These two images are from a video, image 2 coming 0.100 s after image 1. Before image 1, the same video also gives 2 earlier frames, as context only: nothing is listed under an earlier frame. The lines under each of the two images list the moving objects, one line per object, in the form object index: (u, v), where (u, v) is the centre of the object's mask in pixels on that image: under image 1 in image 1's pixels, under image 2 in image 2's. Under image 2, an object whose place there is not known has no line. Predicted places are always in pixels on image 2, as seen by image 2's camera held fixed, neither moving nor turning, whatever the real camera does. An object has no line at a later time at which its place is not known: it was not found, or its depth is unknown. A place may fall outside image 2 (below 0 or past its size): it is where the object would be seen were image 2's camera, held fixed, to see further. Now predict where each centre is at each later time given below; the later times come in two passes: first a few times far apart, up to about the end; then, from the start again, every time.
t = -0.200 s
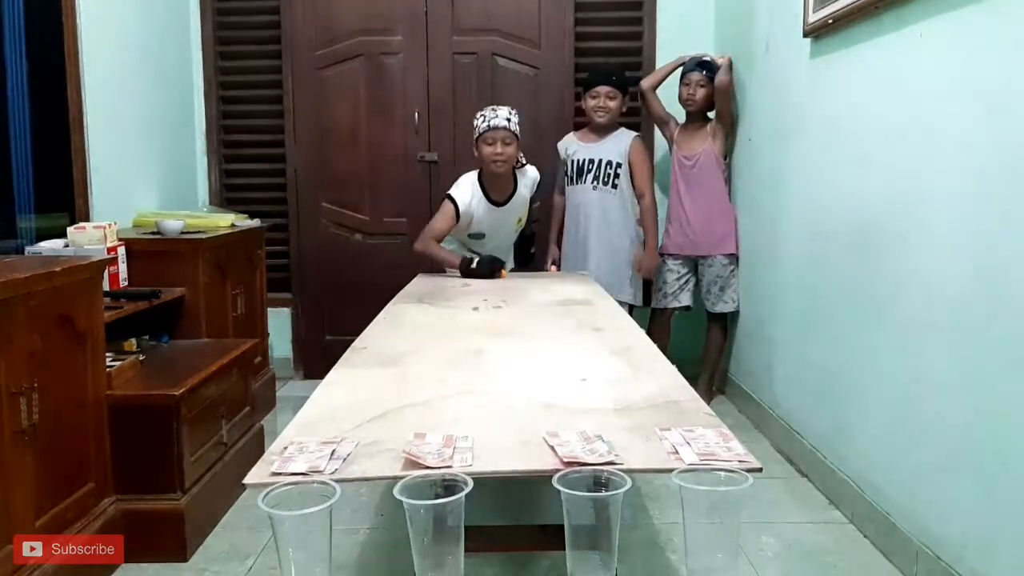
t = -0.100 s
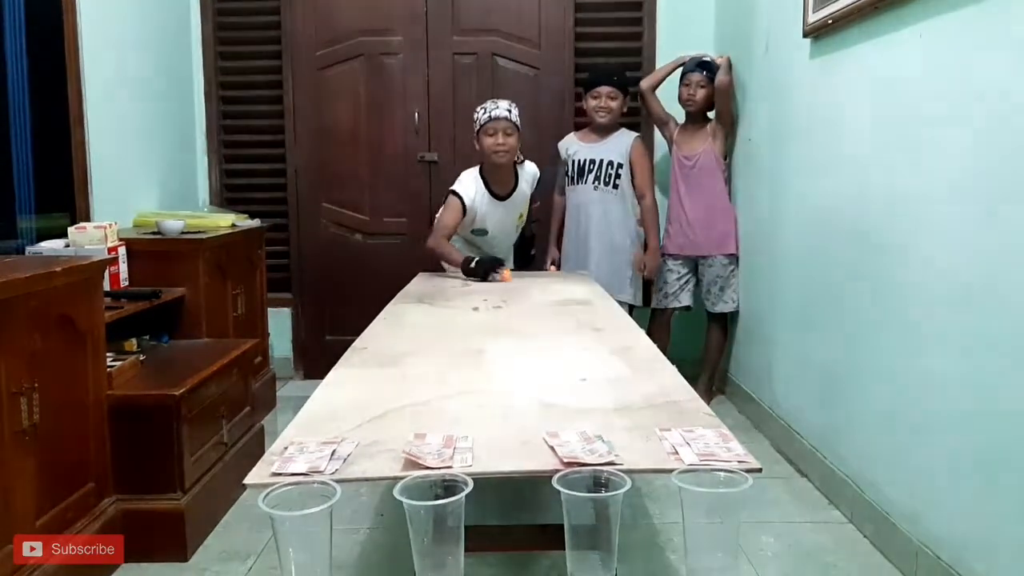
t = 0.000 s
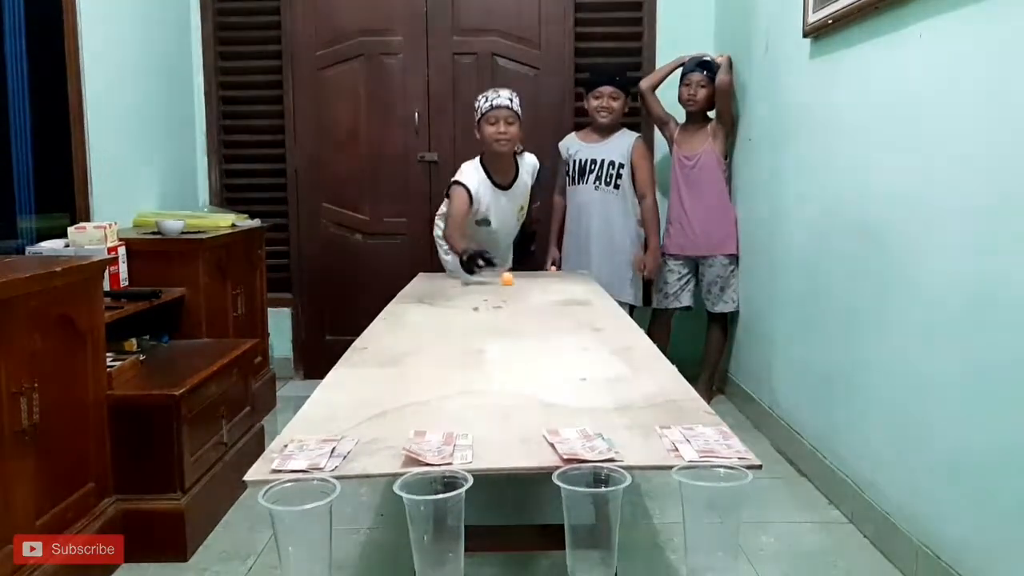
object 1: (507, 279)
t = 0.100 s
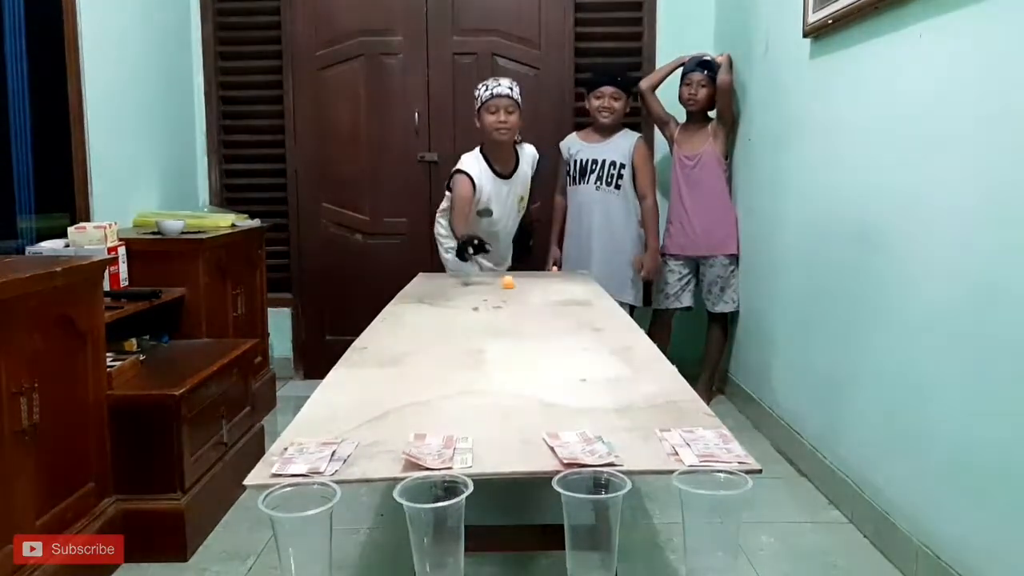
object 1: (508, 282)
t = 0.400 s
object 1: (512, 292)
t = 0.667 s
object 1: (516, 302)
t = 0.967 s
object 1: (522, 314)
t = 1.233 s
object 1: (527, 329)
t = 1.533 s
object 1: (531, 348)
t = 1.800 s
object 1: (537, 369)
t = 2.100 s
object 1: (541, 398)
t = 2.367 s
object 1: (540, 426)
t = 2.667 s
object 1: (528, 457)
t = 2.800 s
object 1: (519, 557)
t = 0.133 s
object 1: (508, 283)
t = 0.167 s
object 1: (509, 285)
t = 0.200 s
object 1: (510, 286)
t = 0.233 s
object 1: (510, 287)
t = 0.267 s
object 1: (510, 288)
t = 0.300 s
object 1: (511, 289)
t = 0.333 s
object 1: (511, 290)
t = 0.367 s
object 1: (511, 291)
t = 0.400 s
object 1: (512, 292)
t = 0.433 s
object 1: (512, 292)
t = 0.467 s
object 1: (513, 295)
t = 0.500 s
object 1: (515, 296)
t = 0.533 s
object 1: (515, 297)
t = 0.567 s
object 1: (515, 298)
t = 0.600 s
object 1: (515, 299)
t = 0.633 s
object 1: (516, 302)
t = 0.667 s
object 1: (516, 302)
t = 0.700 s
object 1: (517, 303)
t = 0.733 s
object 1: (517, 305)
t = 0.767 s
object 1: (518, 306)
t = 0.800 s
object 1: (518, 307)
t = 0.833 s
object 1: (519, 310)
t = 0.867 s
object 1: (519, 311)
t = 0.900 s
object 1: (520, 312)
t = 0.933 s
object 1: (520, 313)
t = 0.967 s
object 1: (522, 314)
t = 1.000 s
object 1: (522, 316)
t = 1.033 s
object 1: (523, 317)
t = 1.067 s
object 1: (524, 319)
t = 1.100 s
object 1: (525, 323)
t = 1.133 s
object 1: (526, 326)
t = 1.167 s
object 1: (526, 327)
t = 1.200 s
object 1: (526, 328)
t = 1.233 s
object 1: (527, 329)
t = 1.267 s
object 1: (528, 332)
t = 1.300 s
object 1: (528, 333)
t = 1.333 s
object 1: (528, 337)
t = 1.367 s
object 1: (529, 337)
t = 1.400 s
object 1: (530, 340)
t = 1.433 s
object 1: (530, 343)
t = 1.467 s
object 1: (531, 345)
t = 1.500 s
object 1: (531, 347)
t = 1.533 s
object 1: (531, 348)
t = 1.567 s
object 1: (532, 350)
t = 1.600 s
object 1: (533, 353)
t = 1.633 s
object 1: (534, 356)
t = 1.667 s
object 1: (534, 358)
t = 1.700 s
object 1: (534, 361)
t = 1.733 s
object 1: (535, 363)
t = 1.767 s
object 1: (536, 367)
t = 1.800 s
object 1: (537, 369)
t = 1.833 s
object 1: (538, 372)
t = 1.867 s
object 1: (538, 374)
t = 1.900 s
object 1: (538, 377)
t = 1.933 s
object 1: (539, 381)
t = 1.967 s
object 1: (539, 384)
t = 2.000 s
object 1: (540, 388)
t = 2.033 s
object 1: (540, 391)
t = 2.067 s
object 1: (541, 394)
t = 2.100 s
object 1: (541, 398)
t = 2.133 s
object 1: (541, 401)
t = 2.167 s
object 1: (541, 404)
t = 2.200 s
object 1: (541, 408)
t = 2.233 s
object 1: (542, 411)
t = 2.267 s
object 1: (542, 416)
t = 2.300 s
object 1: (541, 419)
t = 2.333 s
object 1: (541, 422)
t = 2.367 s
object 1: (540, 426)
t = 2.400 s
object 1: (540, 429)
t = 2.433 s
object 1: (538, 432)
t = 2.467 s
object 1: (537, 435)
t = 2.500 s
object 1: (536, 440)
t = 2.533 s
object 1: (534, 443)
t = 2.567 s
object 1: (533, 447)
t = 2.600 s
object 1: (531, 449)
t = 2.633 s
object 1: (529, 452)
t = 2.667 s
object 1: (528, 457)
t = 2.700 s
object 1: (525, 477)
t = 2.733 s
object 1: (523, 496)
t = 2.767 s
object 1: (520, 530)
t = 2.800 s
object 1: (519, 557)
